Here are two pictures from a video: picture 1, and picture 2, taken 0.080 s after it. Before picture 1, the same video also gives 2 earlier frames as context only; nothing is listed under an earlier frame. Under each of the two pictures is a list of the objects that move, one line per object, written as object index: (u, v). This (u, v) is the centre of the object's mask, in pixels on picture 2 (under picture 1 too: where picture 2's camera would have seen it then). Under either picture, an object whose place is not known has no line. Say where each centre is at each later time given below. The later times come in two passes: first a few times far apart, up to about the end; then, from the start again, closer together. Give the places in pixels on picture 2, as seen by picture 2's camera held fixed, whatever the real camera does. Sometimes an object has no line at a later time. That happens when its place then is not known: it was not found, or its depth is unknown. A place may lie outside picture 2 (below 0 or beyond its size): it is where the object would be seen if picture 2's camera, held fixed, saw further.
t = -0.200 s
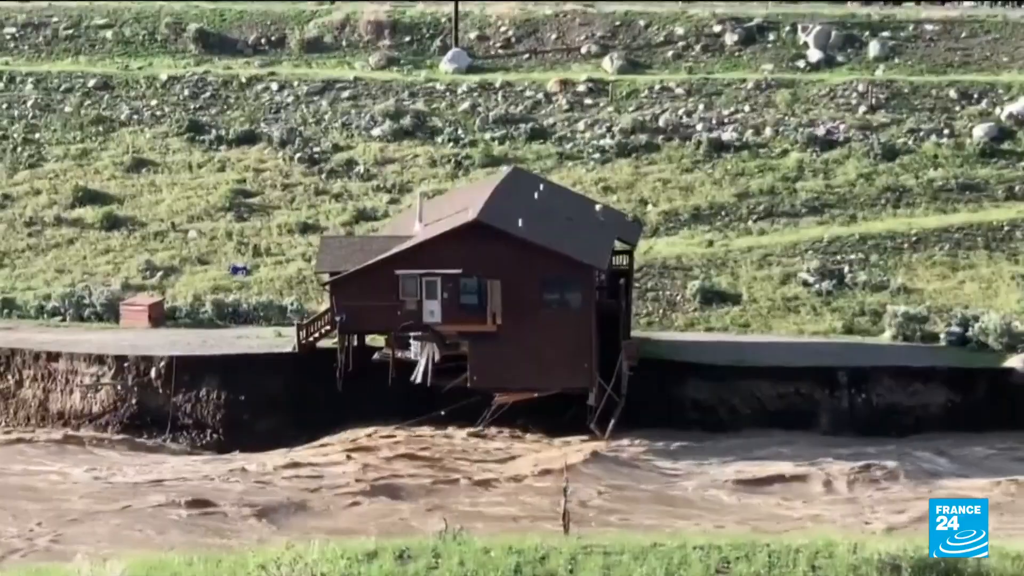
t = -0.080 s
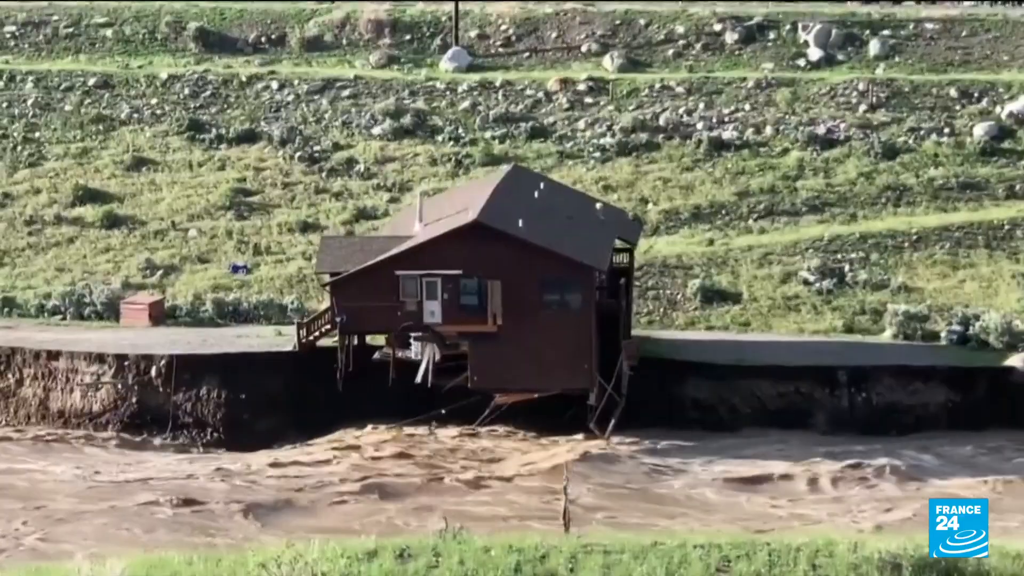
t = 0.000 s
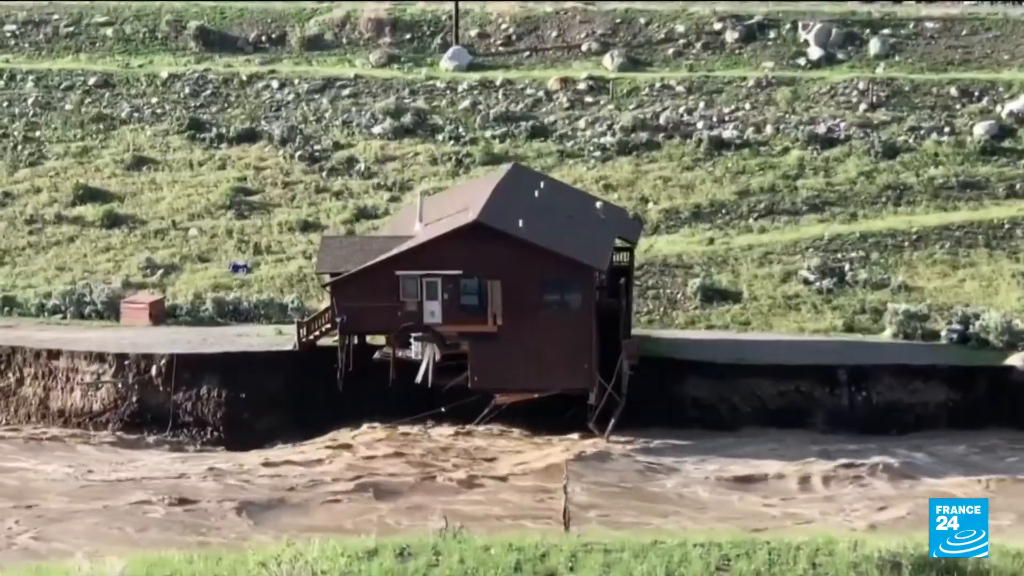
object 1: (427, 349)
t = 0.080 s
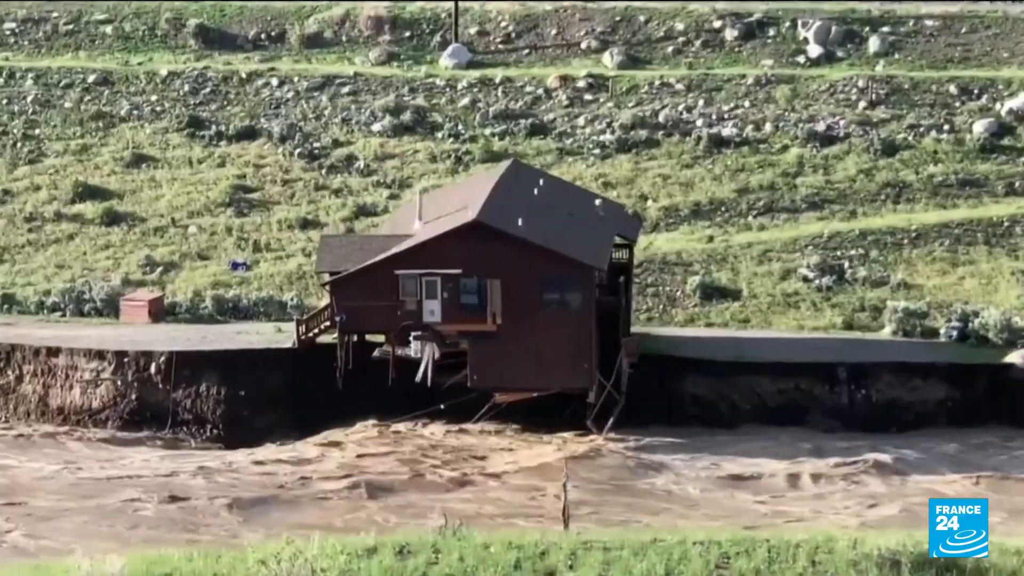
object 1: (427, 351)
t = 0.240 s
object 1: (428, 356)
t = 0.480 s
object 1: (428, 362)
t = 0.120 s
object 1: (427, 352)
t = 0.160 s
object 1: (427, 353)
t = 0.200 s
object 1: (427, 354)
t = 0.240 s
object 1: (428, 356)
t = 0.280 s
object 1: (427, 355)
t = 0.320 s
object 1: (428, 356)
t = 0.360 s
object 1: (428, 357)
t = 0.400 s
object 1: (428, 359)
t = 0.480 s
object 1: (428, 362)
